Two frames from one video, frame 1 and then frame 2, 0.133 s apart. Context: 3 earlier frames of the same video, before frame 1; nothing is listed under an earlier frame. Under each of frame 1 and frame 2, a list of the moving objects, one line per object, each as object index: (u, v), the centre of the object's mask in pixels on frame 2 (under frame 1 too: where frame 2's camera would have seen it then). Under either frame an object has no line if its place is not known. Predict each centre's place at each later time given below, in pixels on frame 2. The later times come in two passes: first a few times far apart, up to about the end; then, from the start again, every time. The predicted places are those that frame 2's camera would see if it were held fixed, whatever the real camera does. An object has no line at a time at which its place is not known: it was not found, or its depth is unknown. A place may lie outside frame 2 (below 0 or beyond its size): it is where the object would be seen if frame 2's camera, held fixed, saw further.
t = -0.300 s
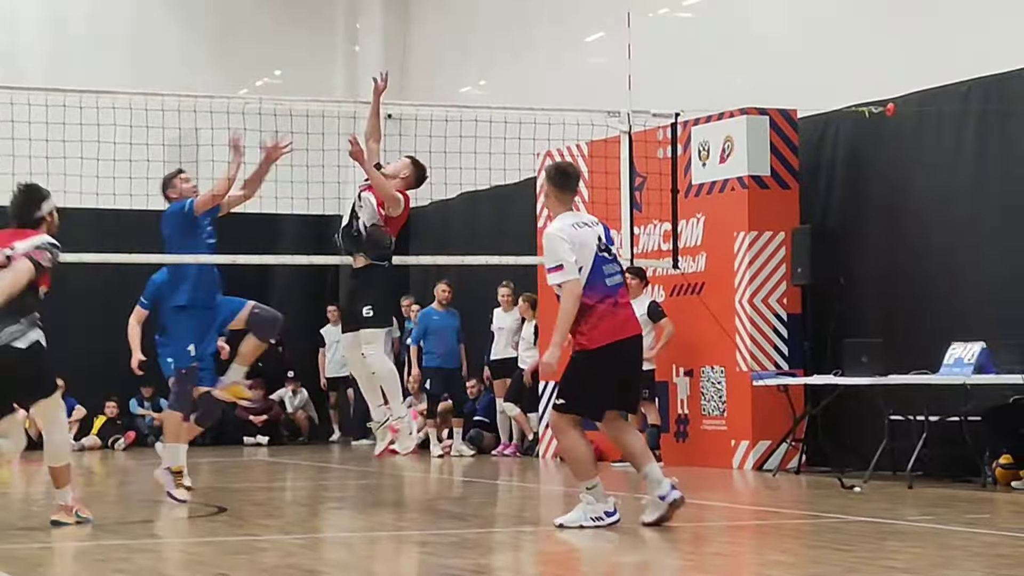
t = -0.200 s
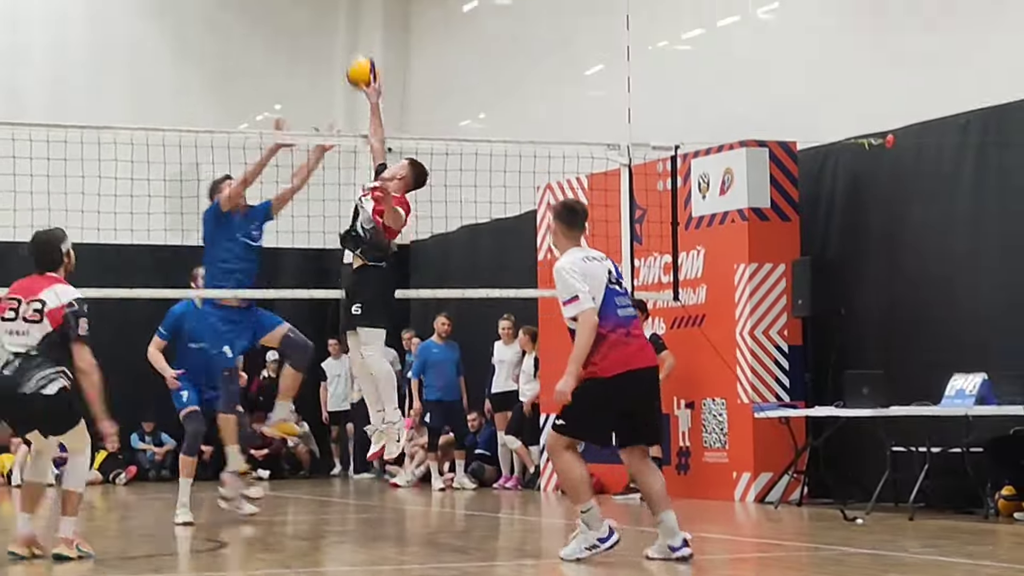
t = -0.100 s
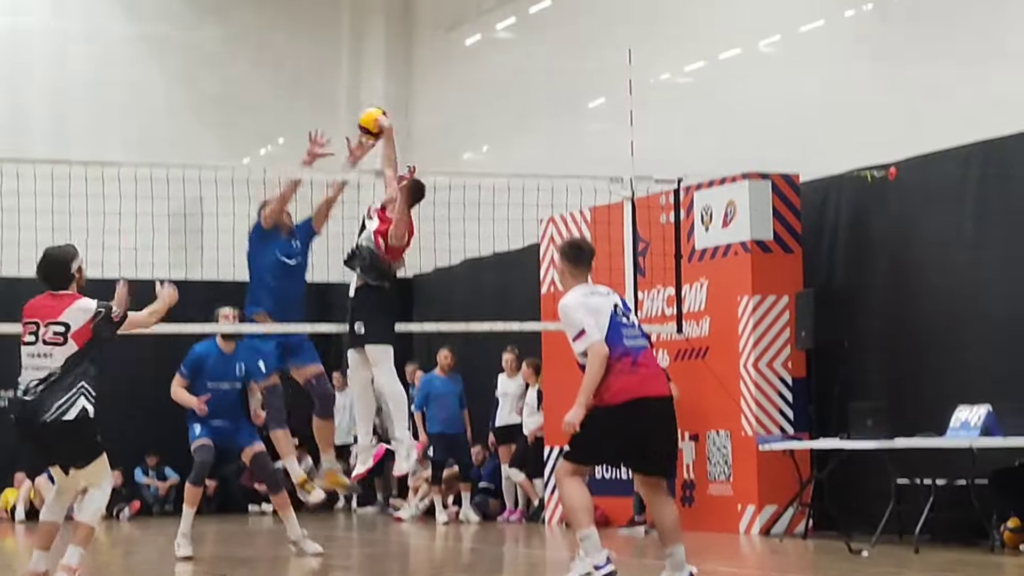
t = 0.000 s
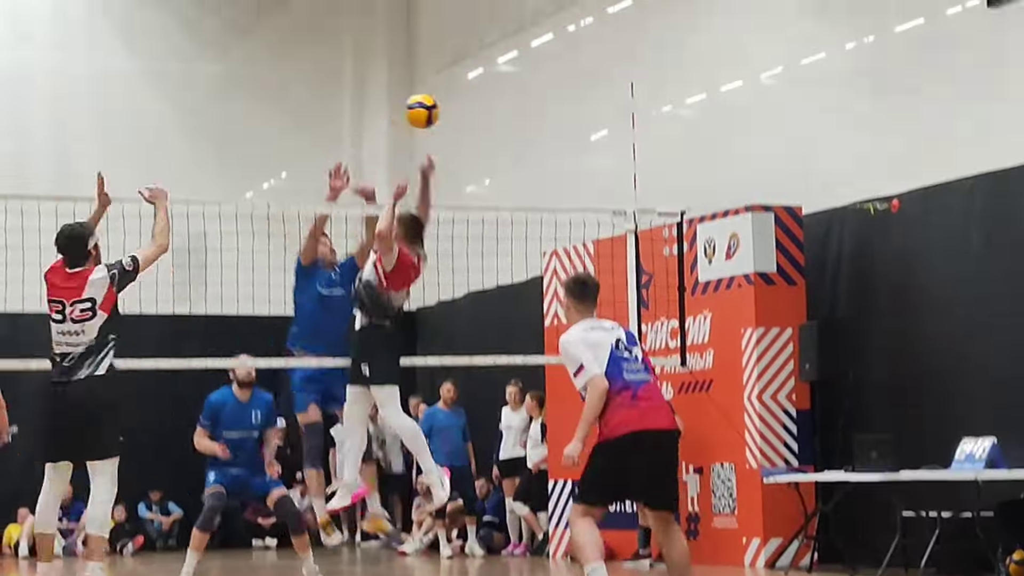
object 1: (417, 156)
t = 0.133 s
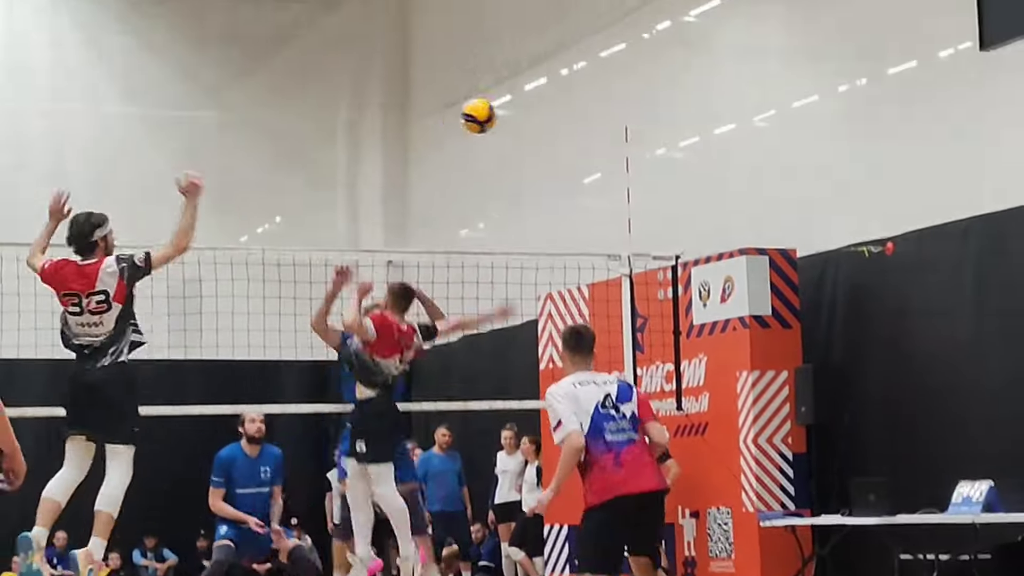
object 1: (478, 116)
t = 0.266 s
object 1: (544, 103)
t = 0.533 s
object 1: (687, 166)
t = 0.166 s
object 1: (495, 110)
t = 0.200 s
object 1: (511, 106)
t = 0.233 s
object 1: (527, 105)
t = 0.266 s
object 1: (544, 103)
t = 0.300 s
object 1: (562, 104)
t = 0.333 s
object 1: (579, 107)
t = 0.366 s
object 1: (596, 112)
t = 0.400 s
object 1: (614, 119)
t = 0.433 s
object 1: (632, 128)
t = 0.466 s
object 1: (650, 139)
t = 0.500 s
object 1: (669, 151)
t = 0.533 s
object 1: (687, 166)
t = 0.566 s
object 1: (707, 184)
